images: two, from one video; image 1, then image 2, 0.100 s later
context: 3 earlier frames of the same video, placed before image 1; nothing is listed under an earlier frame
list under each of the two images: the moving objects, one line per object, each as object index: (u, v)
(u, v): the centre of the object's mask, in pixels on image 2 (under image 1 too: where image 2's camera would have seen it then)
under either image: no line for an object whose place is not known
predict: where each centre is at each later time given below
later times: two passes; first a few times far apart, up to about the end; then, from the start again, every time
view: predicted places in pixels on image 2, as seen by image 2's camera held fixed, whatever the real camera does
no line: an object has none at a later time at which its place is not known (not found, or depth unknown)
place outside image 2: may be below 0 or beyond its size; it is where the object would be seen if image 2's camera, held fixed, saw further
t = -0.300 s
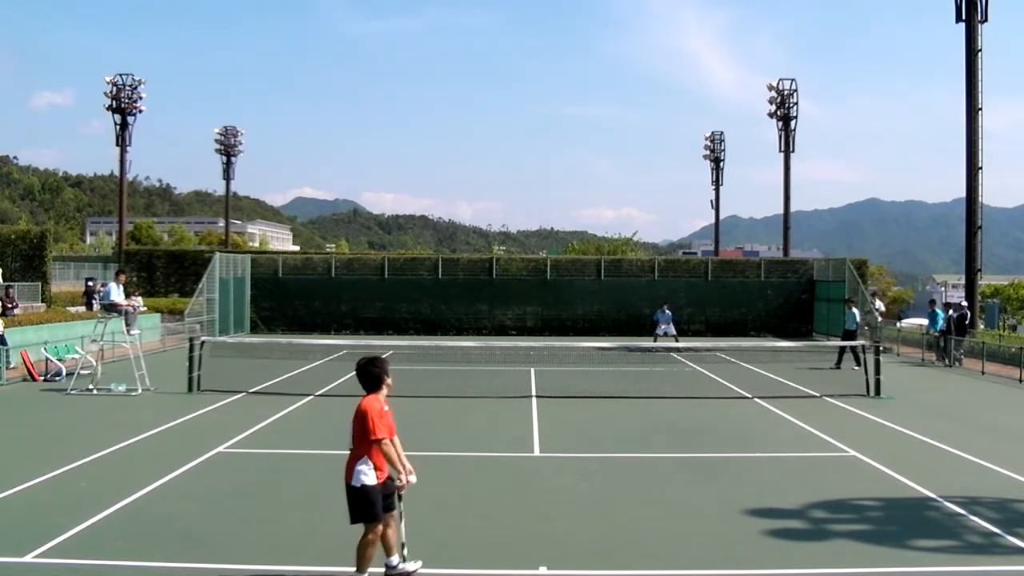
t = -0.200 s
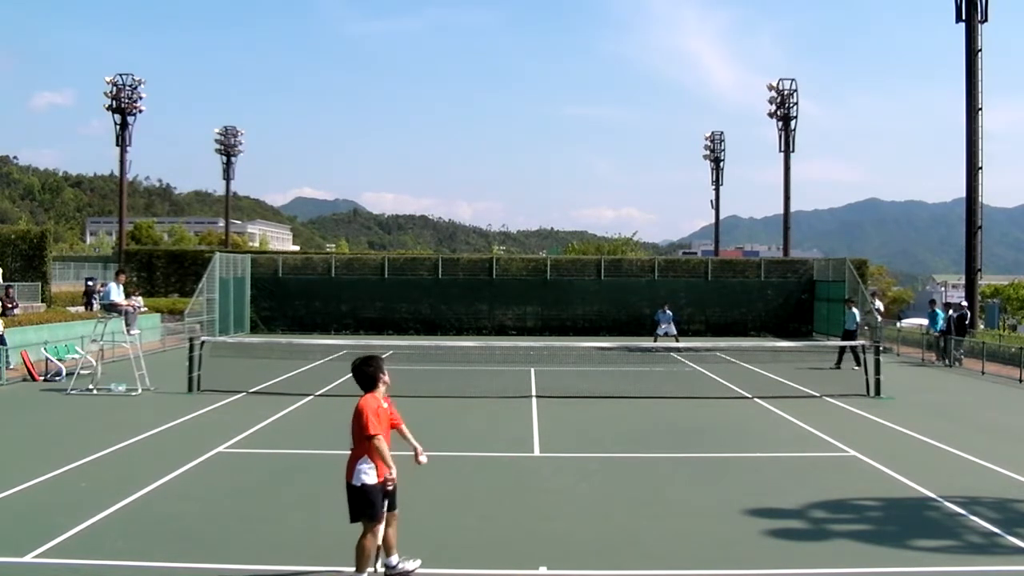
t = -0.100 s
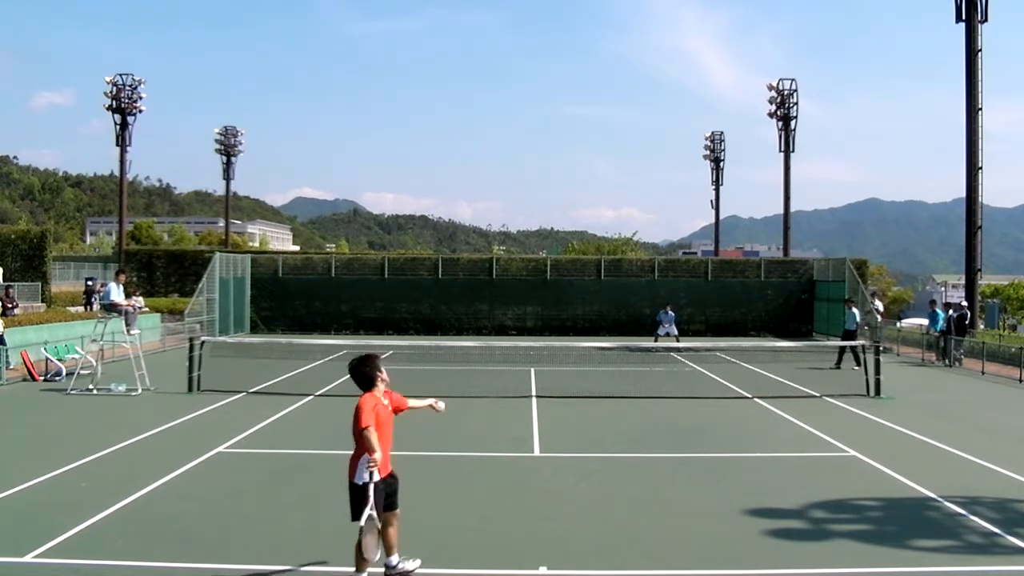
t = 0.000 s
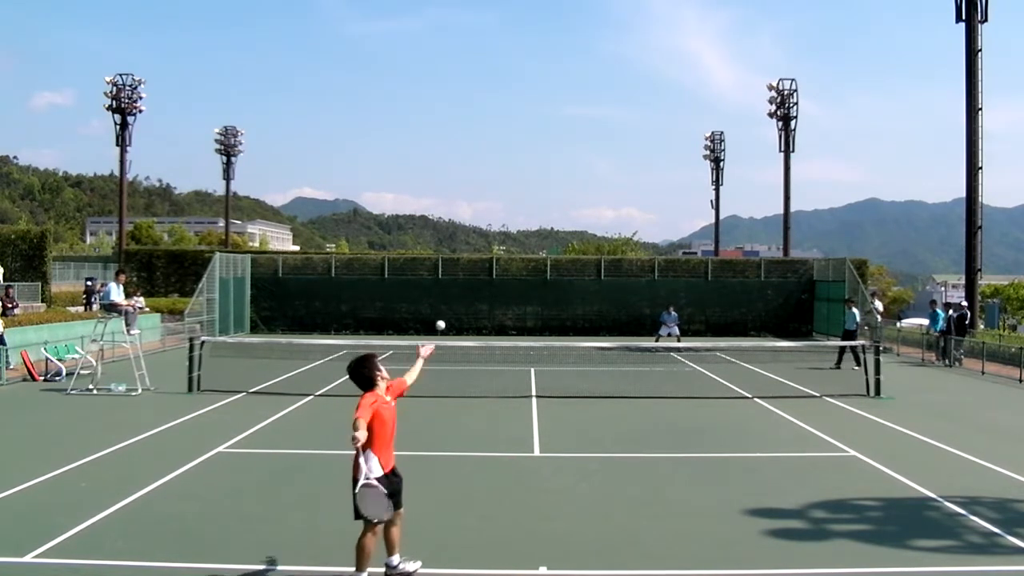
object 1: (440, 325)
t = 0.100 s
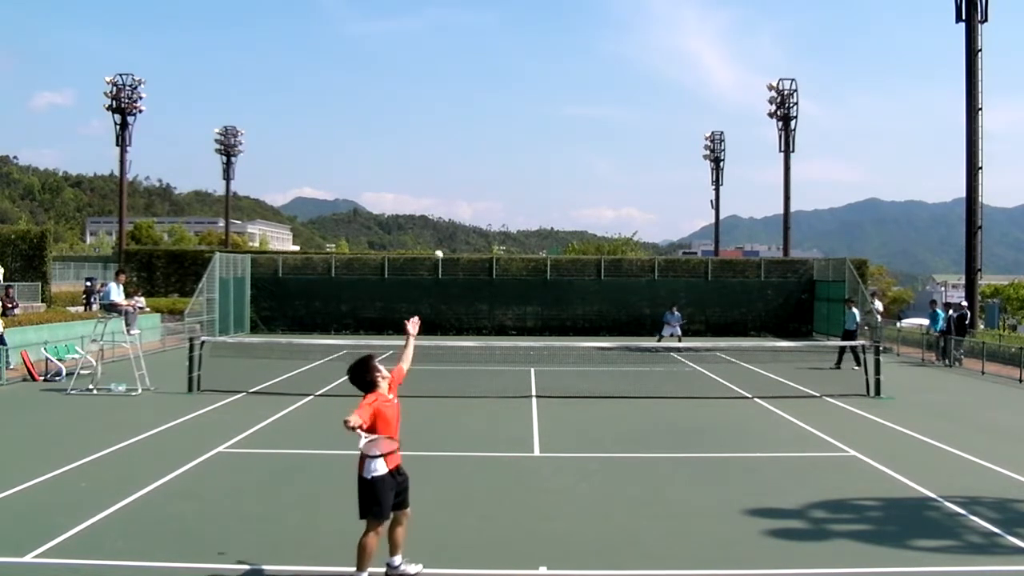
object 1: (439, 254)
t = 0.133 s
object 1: (438, 234)
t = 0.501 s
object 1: (431, 107)
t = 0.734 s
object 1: (427, 114)
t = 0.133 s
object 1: (438, 234)
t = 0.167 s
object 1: (438, 214)
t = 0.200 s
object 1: (436, 198)
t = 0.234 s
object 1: (436, 182)
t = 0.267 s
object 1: (435, 167)
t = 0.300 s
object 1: (435, 154)
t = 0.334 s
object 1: (434, 143)
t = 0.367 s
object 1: (433, 133)
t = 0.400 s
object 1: (433, 124)
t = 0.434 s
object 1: (432, 117)
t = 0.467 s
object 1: (432, 111)
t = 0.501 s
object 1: (431, 107)
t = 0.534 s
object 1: (431, 103)
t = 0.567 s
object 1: (430, 102)
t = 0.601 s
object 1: (429, 101)
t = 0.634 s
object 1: (429, 102)
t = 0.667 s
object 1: (428, 105)
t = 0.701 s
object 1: (428, 109)
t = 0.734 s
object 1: (427, 114)
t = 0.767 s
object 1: (426, 121)
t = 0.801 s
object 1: (426, 129)
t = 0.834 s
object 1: (425, 138)
